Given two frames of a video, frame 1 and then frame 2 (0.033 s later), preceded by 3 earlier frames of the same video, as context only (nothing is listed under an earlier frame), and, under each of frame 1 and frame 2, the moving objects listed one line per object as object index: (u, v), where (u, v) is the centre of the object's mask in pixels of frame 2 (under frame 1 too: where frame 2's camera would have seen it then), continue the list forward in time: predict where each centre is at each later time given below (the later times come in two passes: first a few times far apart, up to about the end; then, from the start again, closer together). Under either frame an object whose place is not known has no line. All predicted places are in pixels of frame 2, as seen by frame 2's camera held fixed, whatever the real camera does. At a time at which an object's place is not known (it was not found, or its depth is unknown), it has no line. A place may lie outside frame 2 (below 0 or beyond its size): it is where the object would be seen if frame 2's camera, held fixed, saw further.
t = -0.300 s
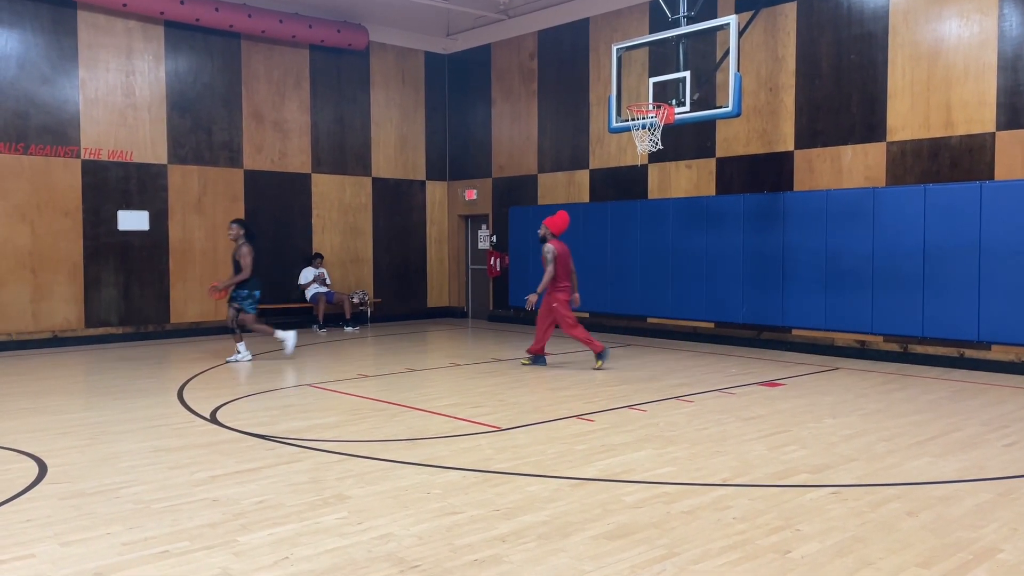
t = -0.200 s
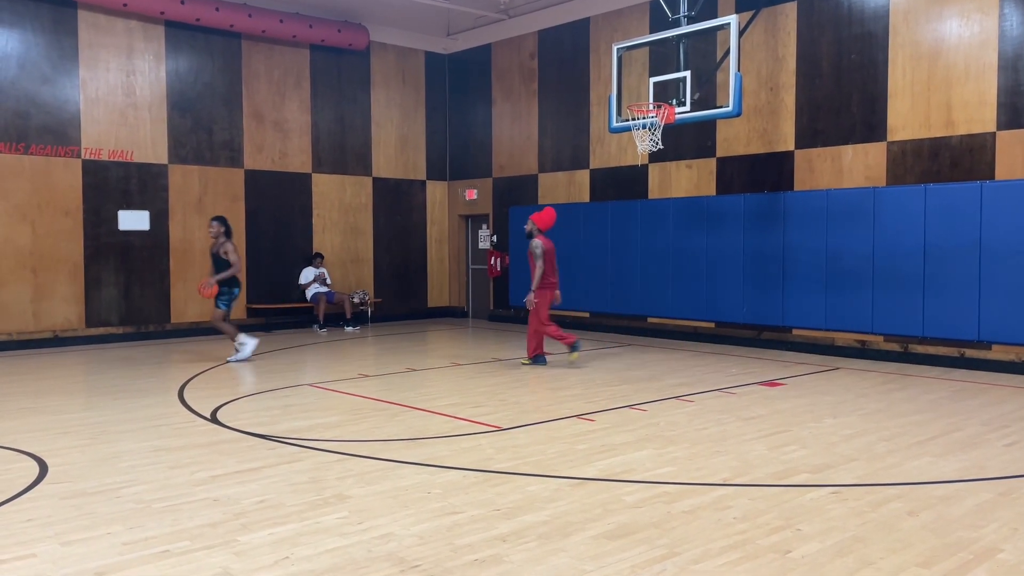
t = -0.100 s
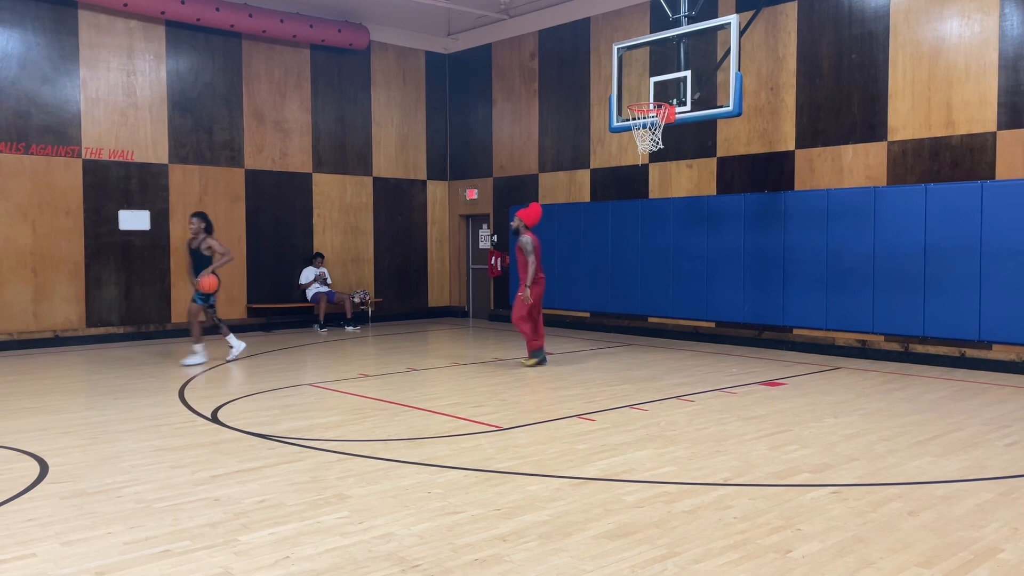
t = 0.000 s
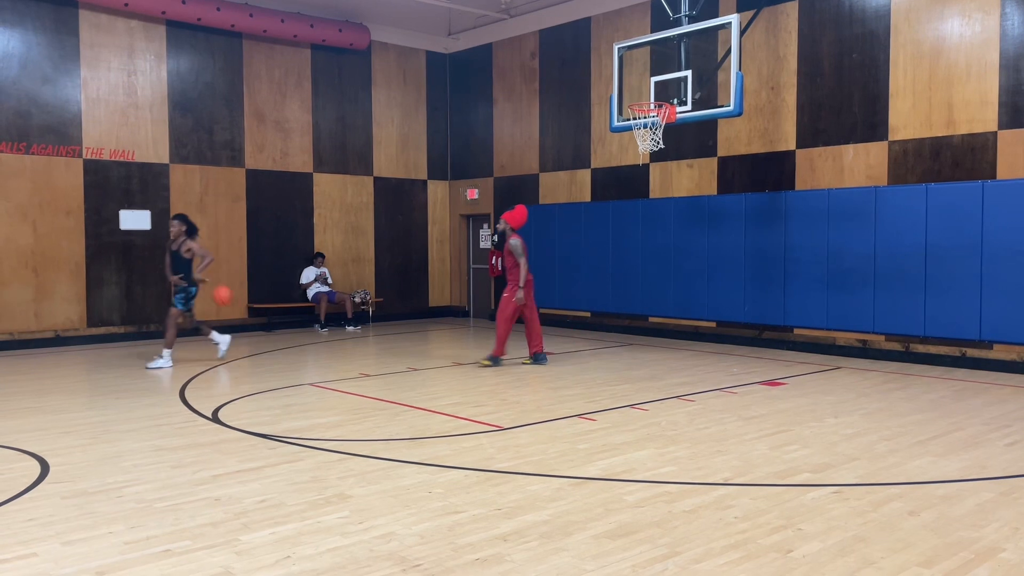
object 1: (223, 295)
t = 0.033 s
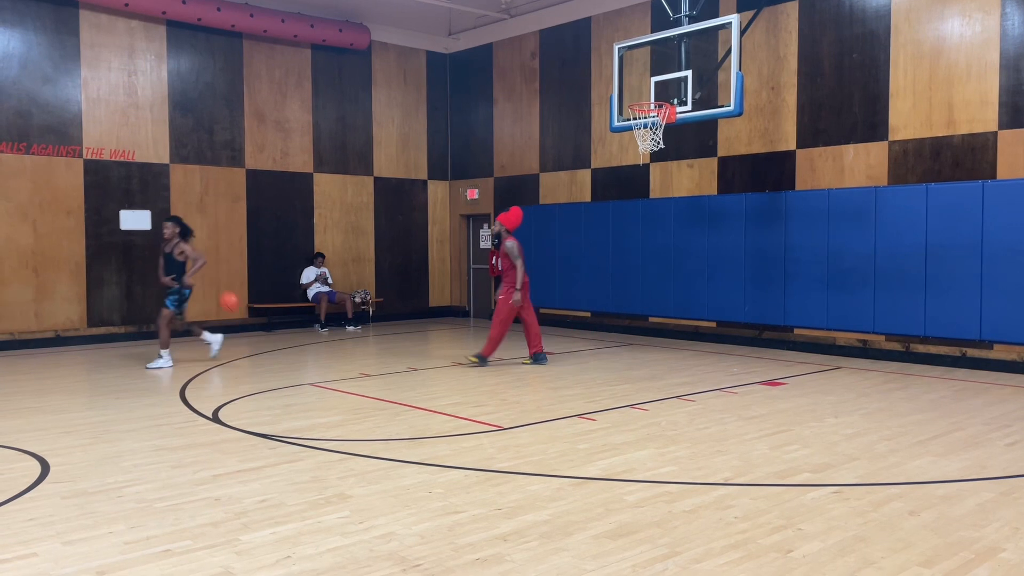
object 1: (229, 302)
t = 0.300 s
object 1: (278, 344)
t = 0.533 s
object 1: (301, 307)
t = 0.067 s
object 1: (237, 310)
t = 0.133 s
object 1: (250, 327)
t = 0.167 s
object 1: (257, 337)
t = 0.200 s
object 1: (264, 349)
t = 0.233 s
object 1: (271, 361)
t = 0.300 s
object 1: (278, 344)
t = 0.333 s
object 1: (281, 335)
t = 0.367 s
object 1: (284, 329)
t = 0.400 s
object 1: (288, 322)
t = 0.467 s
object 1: (295, 313)
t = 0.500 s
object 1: (298, 309)
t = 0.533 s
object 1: (301, 307)
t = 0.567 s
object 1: (305, 305)
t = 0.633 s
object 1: (312, 305)
